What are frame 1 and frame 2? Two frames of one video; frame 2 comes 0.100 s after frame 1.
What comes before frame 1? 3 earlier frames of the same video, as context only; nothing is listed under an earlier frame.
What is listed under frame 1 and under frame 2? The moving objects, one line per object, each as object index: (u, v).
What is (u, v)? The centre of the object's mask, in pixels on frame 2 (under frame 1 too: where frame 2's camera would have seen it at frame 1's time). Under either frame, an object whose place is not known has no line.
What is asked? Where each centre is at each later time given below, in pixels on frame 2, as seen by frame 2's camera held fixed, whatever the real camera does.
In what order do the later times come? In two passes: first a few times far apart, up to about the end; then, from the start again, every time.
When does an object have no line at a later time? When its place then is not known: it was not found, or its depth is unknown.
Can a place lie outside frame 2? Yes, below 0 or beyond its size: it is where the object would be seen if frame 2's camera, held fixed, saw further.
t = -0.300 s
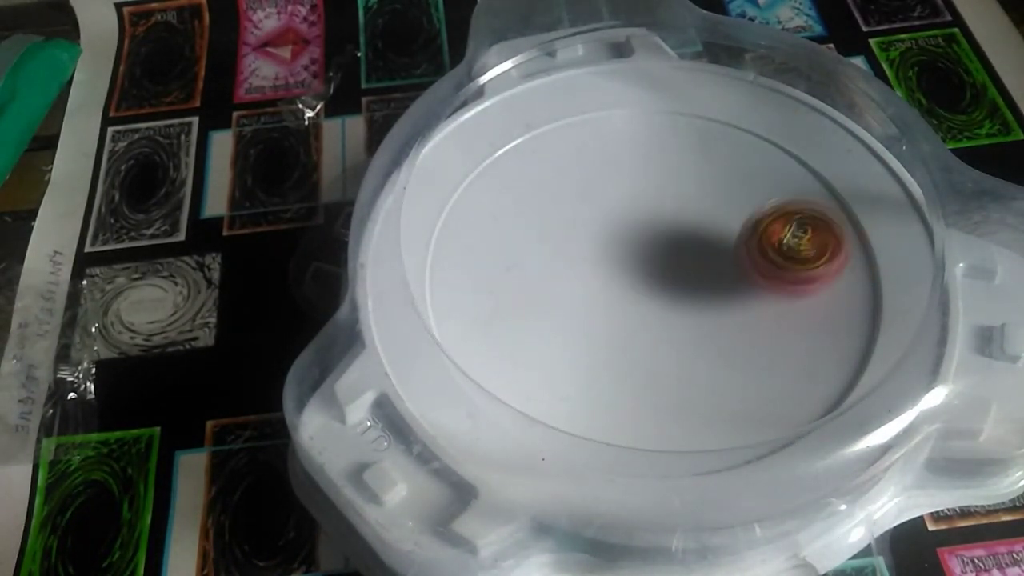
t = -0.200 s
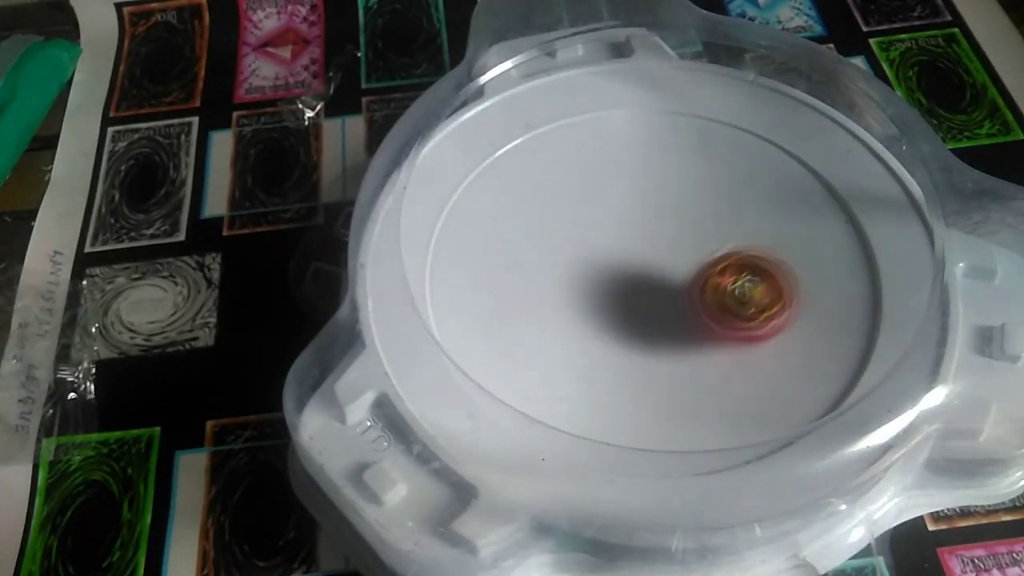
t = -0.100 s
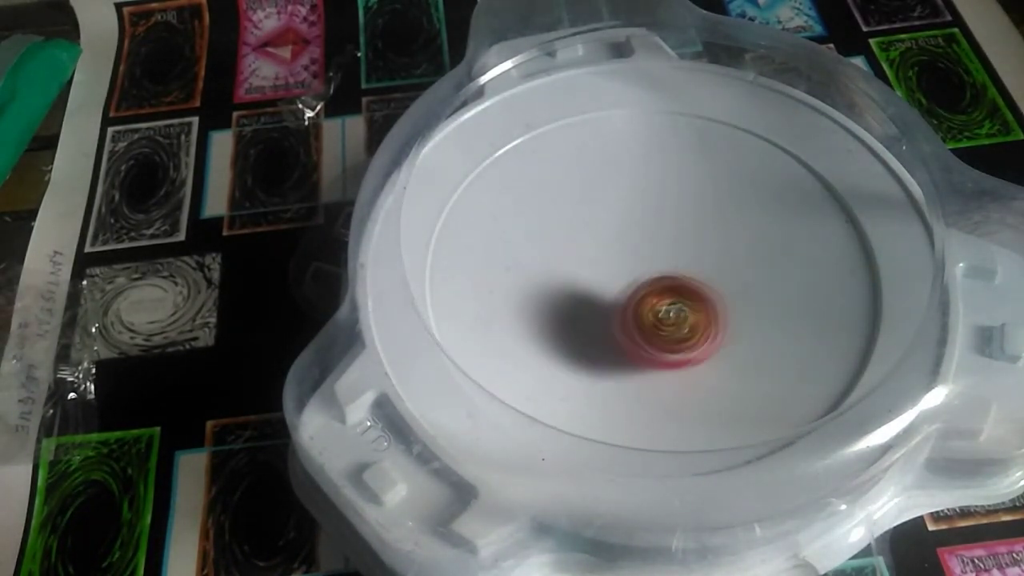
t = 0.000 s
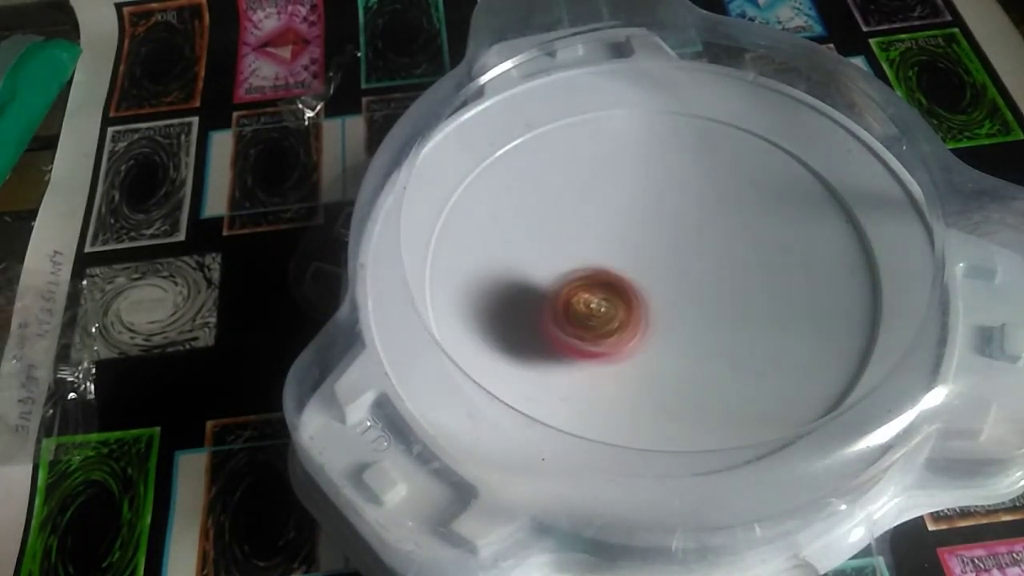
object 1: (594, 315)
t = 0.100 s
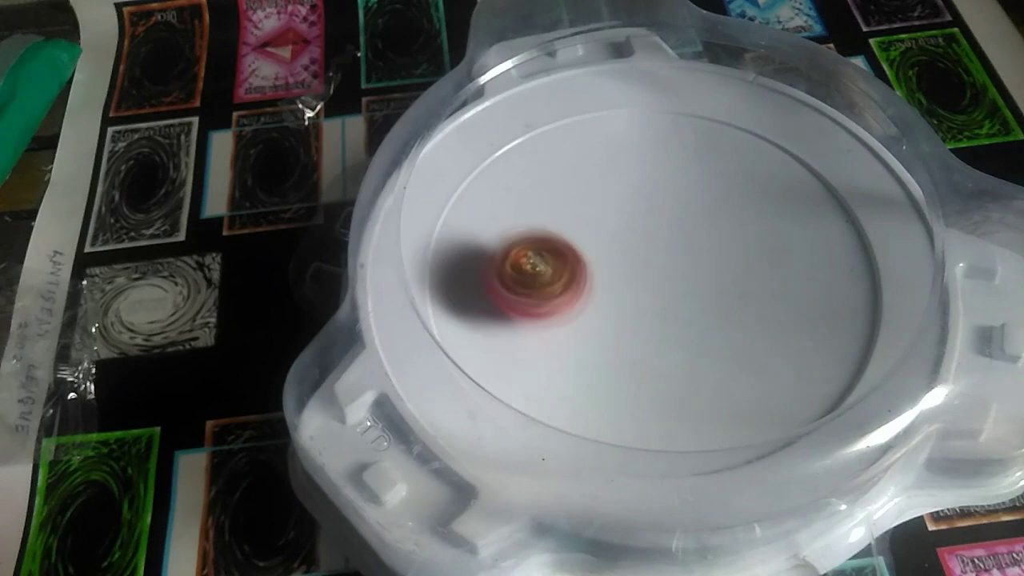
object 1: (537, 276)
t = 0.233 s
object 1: (531, 209)
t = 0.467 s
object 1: (682, 199)
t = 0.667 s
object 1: (787, 274)
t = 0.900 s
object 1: (718, 372)
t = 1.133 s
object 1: (602, 273)
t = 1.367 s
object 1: (639, 153)
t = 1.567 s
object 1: (740, 149)
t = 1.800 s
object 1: (736, 273)
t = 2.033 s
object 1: (596, 328)
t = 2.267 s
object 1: (541, 262)
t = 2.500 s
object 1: (654, 221)
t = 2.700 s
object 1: (775, 252)
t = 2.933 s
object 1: (776, 330)
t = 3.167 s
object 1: (642, 293)
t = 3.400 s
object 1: (603, 183)
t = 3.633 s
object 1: (677, 145)
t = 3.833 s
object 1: (731, 221)
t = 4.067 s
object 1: (689, 332)
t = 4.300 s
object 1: (584, 338)
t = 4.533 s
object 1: (607, 254)
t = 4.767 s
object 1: (726, 207)
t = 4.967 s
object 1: (798, 239)
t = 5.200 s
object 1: (712, 293)
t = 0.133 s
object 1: (526, 260)
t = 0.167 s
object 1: (520, 242)
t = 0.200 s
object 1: (523, 225)
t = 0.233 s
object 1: (531, 209)
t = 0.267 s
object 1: (547, 197)
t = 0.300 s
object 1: (566, 189)
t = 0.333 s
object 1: (589, 186)
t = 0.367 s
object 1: (612, 185)
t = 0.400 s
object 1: (637, 187)
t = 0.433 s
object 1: (660, 192)
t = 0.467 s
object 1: (682, 199)
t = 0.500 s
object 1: (703, 207)
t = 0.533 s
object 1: (722, 216)
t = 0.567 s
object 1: (742, 229)
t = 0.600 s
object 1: (759, 242)
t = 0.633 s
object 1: (773, 255)
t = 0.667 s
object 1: (787, 274)
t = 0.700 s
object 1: (795, 291)
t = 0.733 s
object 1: (798, 311)
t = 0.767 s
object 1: (796, 329)
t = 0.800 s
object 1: (785, 345)
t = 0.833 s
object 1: (768, 361)
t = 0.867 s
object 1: (745, 369)
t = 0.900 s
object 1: (718, 372)
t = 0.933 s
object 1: (691, 369)
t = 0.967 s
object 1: (666, 359)
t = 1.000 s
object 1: (644, 346)
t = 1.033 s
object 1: (629, 331)
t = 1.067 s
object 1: (617, 313)
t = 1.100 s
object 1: (607, 294)
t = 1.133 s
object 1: (602, 273)
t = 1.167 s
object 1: (599, 255)
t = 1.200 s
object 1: (599, 235)
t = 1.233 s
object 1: (600, 217)
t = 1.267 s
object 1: (606, 199)
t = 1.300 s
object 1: (614, 182)
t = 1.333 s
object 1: (626, 167)
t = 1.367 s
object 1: (639, 153)
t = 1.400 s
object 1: (658, 142)
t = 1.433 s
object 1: (675, 134)
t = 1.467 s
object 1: (692, 132)
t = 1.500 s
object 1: (709, 133)
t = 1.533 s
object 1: (725, 138)
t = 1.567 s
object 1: (740, 149)
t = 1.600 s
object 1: (752, 161)
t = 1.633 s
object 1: (761, 179)
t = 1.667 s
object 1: (765, 197)
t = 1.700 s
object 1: (762, 217)
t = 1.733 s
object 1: (757, 238)
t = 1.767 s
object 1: (748, 256)
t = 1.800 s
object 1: (736, 273)
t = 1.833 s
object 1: (720, 288)
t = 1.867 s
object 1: (704, 301)
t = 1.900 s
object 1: (685, 314)
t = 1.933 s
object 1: (663, 321)
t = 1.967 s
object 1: (641, 327)
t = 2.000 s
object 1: (617, 330)
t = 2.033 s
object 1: (596, 328)
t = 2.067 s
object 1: (576, 322)
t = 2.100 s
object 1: (560, 314)
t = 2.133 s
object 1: (549, 304)
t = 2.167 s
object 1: (541, 294)
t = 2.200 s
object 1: (538, 284)
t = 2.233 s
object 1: (537, 273)
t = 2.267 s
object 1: (541, 262)
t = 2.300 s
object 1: (548, 253)
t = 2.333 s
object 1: (559, 244)
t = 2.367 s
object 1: (575, 235)
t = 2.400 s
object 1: (591, 228)
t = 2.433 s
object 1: (611, 225)
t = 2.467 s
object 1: (633, 222)
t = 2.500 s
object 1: (654, 221)
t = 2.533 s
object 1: (677, 222)
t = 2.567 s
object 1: (699, 225)
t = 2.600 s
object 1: (719, 230)
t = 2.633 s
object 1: (740, 235)
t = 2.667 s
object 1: (758, 242)
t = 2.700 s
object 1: (775, 252)
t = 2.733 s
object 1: (792, 264)
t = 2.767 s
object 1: (800, 277)
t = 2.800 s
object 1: (805, 290)
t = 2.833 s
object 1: (805, 303)
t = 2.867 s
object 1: (800, 313)
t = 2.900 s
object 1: (791, 322)
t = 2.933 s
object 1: (776, 330)
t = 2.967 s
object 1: (759, 335)
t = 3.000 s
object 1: (739, 336)
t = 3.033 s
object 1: (718, 334)
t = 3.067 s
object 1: (696, 328)
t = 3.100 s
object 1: (676, 320)
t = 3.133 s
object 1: (658, 308)
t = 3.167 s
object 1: (642, 293)
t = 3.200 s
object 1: (629, 279)
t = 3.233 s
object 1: (618, 265)
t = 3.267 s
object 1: (610, 249)
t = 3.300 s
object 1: (604, 231)
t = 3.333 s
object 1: (600, 215)
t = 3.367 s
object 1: (600, 199)
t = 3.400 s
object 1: (603, 183)
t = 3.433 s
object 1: (608, 168)
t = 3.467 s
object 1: (617, 157)
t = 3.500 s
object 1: (626, 148)
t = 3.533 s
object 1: (638, 143)
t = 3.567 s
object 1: (652, 140)
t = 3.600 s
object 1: (664, 141)
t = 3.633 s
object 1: (677, 145)
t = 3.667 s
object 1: (689, 151)
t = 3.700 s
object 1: (702, 160)
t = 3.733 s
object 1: (712, 174)
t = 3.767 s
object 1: (721, 188)
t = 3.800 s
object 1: (726, 204)
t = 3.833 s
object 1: (731, 221)
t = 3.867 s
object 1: (731, 239)
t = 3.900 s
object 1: (729, 256)
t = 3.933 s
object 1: (725, 273)
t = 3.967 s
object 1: (720, 287)
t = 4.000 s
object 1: (712, 304)
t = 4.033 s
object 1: (701, 319)
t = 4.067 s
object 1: (689, 332)
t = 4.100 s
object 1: (674, 343)
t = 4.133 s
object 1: (658, 350)
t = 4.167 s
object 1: (638, 355)
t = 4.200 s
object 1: (620, 355)
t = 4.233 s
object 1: (607, 353)
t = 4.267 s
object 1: (595, 347)
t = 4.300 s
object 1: (584, 338)
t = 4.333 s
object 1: (578, 328)
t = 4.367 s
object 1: (575, 314)
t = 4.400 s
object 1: (575, 303)
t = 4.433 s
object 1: (580, 291)
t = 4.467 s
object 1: (586, 278)
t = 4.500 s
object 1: (595, 266)
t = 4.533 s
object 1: (607, 254)
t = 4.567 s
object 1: (621, 243)
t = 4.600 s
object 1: (636, 235)
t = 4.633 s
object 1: (653, 227)
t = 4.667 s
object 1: (670, 220)
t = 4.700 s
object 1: (688, 215)
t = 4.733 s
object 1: (706, 210)
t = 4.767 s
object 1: (726, 207)
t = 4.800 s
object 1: (743, 207)
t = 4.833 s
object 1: (763, 209)
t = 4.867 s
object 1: (777, 213)
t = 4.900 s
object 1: (789, 220)
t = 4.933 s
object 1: (795, 229)
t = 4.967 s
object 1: (798, 239)
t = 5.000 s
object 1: (796, 250)
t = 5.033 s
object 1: (790, 260)
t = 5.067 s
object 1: (782, 269)
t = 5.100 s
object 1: (770, 276)
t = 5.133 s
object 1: (753, 285)
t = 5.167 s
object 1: (735, 289)
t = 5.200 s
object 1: (712, 293)
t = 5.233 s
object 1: (694, 293)
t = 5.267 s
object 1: (673, 291)
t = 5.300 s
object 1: (655, 288)
